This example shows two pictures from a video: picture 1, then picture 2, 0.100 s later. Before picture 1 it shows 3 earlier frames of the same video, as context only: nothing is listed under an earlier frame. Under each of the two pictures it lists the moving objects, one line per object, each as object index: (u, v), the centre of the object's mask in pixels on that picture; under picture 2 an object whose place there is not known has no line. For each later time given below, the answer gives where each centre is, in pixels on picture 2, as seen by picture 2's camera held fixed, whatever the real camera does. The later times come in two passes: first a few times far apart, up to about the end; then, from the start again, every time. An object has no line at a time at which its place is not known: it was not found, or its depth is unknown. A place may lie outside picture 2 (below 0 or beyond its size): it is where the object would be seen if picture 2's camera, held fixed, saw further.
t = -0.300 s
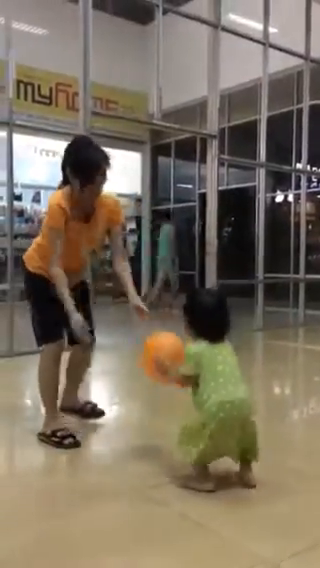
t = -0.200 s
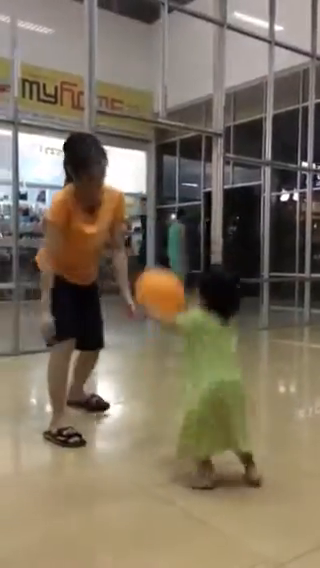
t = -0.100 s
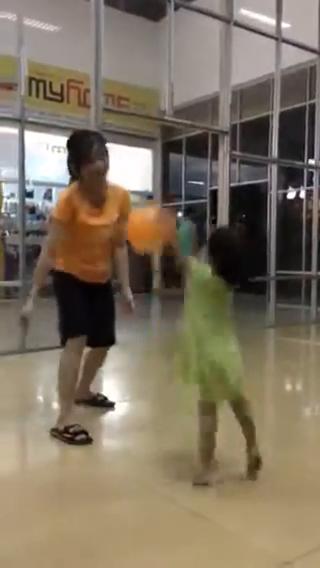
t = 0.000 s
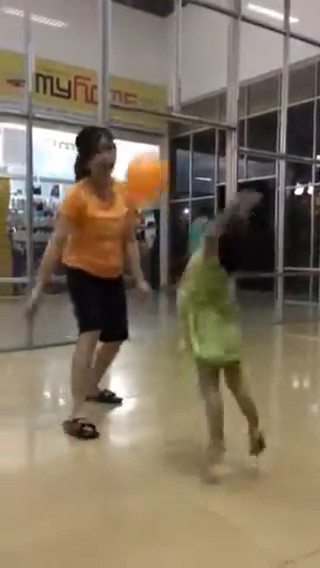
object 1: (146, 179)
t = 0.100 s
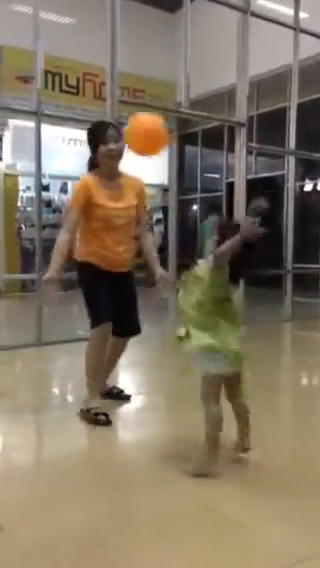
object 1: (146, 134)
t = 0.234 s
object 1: (133, 95)
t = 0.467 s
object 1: (107, 53)
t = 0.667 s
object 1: (79, 36)
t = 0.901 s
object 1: (59, 51)
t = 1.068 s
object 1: (57, 77)
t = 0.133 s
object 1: (143, 123)
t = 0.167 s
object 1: (140, 113)
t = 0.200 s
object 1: (136, 104)
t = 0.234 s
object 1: (133, 95)
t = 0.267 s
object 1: (129, 87)
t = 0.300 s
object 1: (126, 83)
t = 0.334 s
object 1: (123, 75)
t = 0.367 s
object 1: (118, 66)
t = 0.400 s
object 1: (115, 63)
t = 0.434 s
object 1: (111, 57)
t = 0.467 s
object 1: (107, 53)
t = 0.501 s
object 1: (103, 50)
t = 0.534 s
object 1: (99, 47)
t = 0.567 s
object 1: (93, 41)
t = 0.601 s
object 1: (89, 38)
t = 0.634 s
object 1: (84, 36)
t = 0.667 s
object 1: (79, 36)
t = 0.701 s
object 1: (75, 38)
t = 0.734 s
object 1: (70, 39)
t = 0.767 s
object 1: (68, 41)
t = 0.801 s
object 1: (65, 43)
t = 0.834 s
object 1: (64, 43)
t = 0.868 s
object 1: (61, 45)
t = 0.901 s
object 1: (59, 51)
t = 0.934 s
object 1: (58, 56)
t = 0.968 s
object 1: (56, 59)
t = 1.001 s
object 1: (56, 65)
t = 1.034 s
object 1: (57, 71)
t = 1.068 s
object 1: (57, 77)
